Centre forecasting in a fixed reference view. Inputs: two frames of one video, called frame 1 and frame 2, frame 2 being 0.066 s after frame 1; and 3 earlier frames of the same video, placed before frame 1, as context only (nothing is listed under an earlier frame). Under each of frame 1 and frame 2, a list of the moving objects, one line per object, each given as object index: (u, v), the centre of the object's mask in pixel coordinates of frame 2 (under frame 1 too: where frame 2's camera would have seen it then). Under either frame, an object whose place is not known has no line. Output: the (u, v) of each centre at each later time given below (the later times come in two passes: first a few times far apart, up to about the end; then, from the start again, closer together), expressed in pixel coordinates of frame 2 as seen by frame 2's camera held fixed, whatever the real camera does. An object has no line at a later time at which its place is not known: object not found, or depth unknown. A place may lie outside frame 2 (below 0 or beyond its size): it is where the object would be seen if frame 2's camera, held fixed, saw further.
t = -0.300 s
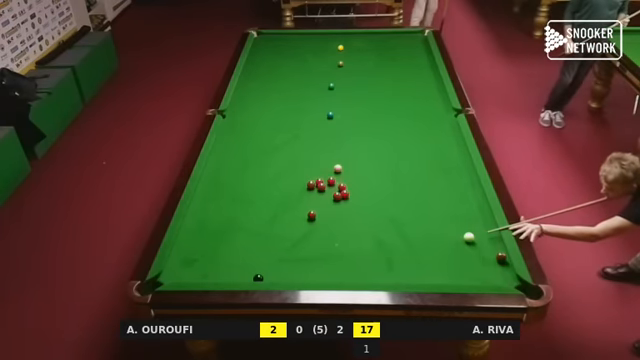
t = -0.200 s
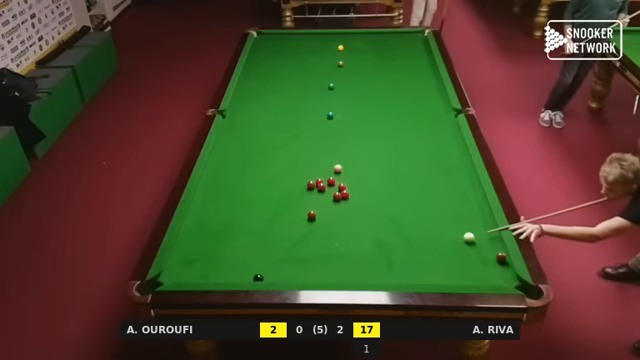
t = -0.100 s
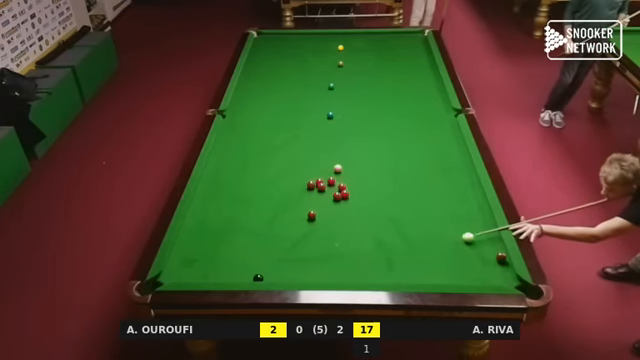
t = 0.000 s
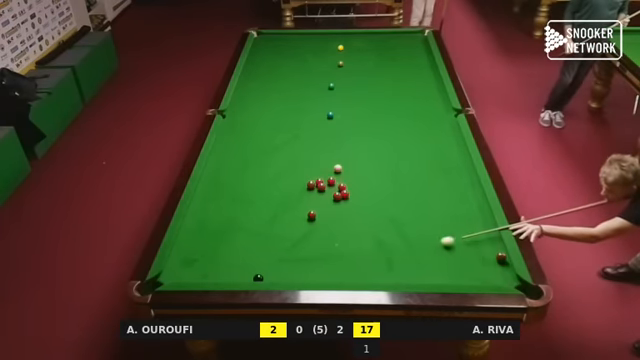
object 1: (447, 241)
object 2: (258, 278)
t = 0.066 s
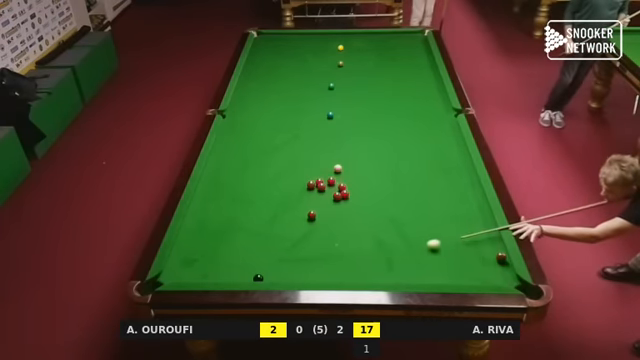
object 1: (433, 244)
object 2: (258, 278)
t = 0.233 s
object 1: (400, 252)
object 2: (258, 278)
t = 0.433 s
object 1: (359, 260)
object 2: (258, 278)
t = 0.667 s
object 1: (310, 271)
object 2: (258, 278)
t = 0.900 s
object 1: (268, 275)
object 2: (253, 277)
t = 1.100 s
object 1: (261, 270)
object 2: (233, 277)
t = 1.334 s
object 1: (252, 262)
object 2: (212, 275)
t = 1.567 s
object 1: (245, 256)
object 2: (192, 275)
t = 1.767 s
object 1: (238, 251)
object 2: (175, 274)
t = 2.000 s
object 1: (231, 246)
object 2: (170, 275)
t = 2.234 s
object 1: (225, 241)
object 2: (181, 277)
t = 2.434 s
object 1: (220, 238)
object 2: (189, 277)
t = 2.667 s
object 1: (215, 234)
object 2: (197, 276)
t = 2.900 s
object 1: (210, 231)
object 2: (204, 275)
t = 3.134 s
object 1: (207, 229)
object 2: (211, 274)
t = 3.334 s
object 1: (204, 227)
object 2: (216, 274)
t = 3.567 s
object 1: (201, 226)
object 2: (220, 273)
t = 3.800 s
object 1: (199, 225)
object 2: (224, 273)
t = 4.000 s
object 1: (198, 224)
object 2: (227, 272)
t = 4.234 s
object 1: (197, 224)
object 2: (229, 271)
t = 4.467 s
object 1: (197, 224)
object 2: (231, 270)
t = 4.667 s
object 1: (197, 224)
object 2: (231, 270)
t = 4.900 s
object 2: (231, 269)
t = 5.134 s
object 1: (198, 223)
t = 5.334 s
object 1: (197, 223)
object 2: (231, 272)
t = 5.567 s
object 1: (197, 223)
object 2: (231, 271)
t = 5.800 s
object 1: (197, 224)
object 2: (231, 270)
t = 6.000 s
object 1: (197, 224)
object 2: (231, 270)
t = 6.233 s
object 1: (197, 224)
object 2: (231, 270)
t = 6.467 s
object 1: (197, 224)
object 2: (231, 270)
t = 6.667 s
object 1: (197, 224)
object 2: (231, 269)
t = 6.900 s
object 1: (197, 224)
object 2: (231, 270)
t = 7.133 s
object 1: (197, 223)
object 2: (231, 270)
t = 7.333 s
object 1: (197, 224)
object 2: (231, 269)
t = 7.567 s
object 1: (197, 224)
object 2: (231, 269)
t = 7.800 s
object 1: (197, 224)
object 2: (231, 269)
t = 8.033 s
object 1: (197, 224)
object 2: (231, 270)
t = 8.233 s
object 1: (197, 224)
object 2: (231, 269)
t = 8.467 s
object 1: (197, 224)
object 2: (231, 269)
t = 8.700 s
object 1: (197, 224)
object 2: (231, 269)
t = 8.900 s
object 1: (197, 224)
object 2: (231, 270)
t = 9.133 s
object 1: (197, 224)
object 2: (231, 270)
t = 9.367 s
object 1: (197, 224)
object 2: (231, 270)
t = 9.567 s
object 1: (197, 224)
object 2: (231, 270)
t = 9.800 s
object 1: (197, 224)
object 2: (231, 270)
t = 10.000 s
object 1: (197, 224)
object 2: (231, 270)
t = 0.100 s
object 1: (427, 246)
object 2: (258, 278)
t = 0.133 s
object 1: (420, 247)
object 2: (258, 278)
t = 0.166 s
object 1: (413, 249)
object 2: (258, 278)
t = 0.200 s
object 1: (407, 250)
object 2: (258, 278)
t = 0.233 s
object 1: (400, 252)
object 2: (258, 278)
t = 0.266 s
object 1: (393, 253)
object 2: (258, 278)
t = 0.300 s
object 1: (386, 255)
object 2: (258, 278)
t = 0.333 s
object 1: (379, 256)
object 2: (258, 278)
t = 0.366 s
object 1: (373, 258)
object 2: (258, 278)
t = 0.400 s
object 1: (366, 259)
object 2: (258, 278)
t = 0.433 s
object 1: (359, 260)
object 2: (258, 278)
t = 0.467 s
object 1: (352, 262)
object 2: (258, 278)
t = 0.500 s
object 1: (345, 263)
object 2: (258, 278)
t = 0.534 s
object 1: (338, 265)
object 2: (258, 278)
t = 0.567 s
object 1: (331, 266)
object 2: (258, 278)
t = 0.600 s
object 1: (324, 268)
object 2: (258, 278)
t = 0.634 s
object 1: (317, 269)
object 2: (258, 278)
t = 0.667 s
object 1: (310, 271)
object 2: (258, 278)
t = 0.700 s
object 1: (303, 272)
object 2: (258, 278)
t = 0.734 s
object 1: (296, 274)
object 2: (258, 278)
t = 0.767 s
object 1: (289, 275)
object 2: (258, 278)
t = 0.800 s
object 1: (282, 276)
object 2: (258, 278)
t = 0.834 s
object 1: (275, 277)
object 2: (258, 278)
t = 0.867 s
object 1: (269, 276)
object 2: (257, 278)
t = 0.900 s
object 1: (268, 275)
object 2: (253, 277)
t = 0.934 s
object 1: (268, 275)
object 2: (249, 277)
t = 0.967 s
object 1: (267, 274)
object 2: (246, 277)
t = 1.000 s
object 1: (265, 273)
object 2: (243, 277)
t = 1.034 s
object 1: (264, 272)
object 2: (239, 277)
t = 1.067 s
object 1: (263, 270)
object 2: (236, 277)
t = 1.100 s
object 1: (261, 270)
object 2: (233, 277)
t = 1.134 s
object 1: (260, 268)
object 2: (230, 277)
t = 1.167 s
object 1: (259, 267)
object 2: (227, 276)
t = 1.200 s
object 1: (258, 266)
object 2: (224, 276)
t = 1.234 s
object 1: (256, 265)
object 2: (221, 276)
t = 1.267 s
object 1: (255, 264)
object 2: (218, 276)
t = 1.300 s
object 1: (254, 263)
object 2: (215, 276)
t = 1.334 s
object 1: (252, 262)
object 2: (212, 275)
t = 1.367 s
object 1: (251, 261)
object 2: (209, 275)
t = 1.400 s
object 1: (250, 260)
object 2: (206, 275)
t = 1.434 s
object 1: (249, 260)
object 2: (203, 275)
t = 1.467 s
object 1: (248, 259)
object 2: (201, 275)
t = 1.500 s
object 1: (247, 258)
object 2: (198, 275)
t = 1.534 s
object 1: (245, 257)
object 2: (195, 275)
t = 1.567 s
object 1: (245, 256)
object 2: (192, 275)
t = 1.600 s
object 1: (243, 255)
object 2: (189, 275)
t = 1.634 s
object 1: (242, 254)
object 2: (186, 274)
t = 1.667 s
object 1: (241, 253)
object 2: (184, 274)
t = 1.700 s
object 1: (240, 252)
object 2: (181, 274)
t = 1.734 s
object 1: (239, 252)
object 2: (178, 274)
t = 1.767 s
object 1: (238, 251)
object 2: (175, 274)
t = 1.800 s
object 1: (237, 250)
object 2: (173, 274)
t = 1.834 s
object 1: (236, 249)
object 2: (170, 274)
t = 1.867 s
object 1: (235, 248)
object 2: (168, 274)
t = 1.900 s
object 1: (234, 248)
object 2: (166, 274)
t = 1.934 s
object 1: (233, 247)
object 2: (166, 274)
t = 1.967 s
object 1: (232, 246)
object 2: (168, 275)
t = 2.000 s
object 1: (231, 246)
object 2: (170, 275)
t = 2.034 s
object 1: (230, 245)
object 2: (171, 276)
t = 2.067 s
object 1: (229, 244)
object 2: (173, 276)
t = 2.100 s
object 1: (229, 243)
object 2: (174, 276)
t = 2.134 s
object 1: (228, 243)
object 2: (176, 276)
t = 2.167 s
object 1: (227, 242)
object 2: (178, 276)
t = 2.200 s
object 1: (226, 242)
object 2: (179, 277)
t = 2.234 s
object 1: (225, 241)
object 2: (181, 277)
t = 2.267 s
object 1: (224, 240)
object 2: (182, 277)
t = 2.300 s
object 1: (223, 240)
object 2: (184, 277)
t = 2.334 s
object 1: (222, 239)
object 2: (185, 277)
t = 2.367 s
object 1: (222, 239)
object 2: (187, 278)
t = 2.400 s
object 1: (221, 238)
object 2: (188, 277)
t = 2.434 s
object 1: (220, 238)
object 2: (189, 277)
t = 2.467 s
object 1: (219, 237)
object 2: (191, 277)
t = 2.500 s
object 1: (219, 237)
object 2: (192, 277)
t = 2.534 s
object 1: (218, 236)
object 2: (193, 277)
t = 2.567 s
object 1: (217, 235)
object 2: (194, 277)
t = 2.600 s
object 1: (216, 235)
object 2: (195, 277)
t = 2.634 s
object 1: (216, 235)
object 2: (196, 276)
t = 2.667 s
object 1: (215, 234)
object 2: (197, 276)
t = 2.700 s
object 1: (214, 234)
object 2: (198, 276)
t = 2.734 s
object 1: (214, 233)
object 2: (200, 276)
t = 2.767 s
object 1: (213, 233)
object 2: (201, 276)
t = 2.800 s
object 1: (212, 232)
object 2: (202, 276)
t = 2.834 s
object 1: (212, 232)
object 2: (203, 275)
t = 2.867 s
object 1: (211, 232)
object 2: (204, 275)
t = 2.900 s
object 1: (210, 231)
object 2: (204, 275)
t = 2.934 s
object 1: (210, 231)
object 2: (205, 275)
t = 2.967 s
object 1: (209, 231)
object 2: (206, 275)
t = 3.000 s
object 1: (209, 230)
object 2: (207, 275)
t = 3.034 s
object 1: (208, 230)
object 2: (208, 275)
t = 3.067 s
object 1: (208, 229)
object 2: (209, 275)
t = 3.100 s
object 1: (207, 229)
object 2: (210, 274)
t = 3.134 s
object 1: (207, 229)
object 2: (211, 274)
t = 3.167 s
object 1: (206, 229)
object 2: (211, 274)
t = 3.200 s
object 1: (206, 228)
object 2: (212, 274)
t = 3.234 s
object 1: (205, 228)
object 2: (213, 274)
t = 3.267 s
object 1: (205, 228)
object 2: (214, 274)
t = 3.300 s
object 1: (204, 228)
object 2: (215, 274)
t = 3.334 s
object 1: (204, 227)
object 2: (216, 274)
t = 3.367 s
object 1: (203, 227)
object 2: (216, 274)
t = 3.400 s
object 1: (203, 227)
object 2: (217, 274)
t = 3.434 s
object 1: (203, 227)
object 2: (217, 274)
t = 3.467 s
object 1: (202, 226)
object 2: (218, 274)
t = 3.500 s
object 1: (202, 226)
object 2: (219, 274)
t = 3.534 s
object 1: (202, 226)
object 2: (220, 274)
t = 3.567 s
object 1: (201, 226)
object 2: (220, 273)
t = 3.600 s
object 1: (201, 226)
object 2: (221, 273)
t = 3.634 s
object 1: (201, 225)
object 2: (221, 273)
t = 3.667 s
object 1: (201, 225)
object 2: (222, 273)
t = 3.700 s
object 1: (200, 225)
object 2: (222, 273)
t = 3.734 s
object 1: (200, 225)
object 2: (223, 273)
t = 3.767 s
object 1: (200, 225)
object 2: (223, 273)
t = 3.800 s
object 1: (199, 225)
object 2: (224, 273)
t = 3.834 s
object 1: (199, 225)
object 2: (224, 273)
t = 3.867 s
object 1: (199, 224)
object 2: (225, 273)
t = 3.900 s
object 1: (199, 224)
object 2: (225, 273)
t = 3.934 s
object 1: (198, 224)
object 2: (226, 273)
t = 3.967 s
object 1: (198, 224)
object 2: (226, 272)
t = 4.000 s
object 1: (198, 224)
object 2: (227, 272)
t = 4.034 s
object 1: (198, 224)
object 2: (227, 272)
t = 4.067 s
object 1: (198, 224)
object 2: (228, 272)
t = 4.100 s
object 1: (198, 224)
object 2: (228, 272)
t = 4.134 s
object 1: (198, 224)
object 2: (228, 272)
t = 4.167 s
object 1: (197, 224)
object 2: (229, 271)
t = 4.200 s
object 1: (197, 224)
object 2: (229, 271)
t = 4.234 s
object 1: (197, 224)
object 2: (229, 271)
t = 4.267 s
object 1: (197, 224)
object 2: (230, 271)
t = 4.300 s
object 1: (197, 224)
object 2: (230, 271)
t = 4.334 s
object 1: (197, 224)
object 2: (230, 270)
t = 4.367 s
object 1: (197, 224)
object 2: (230, 270)
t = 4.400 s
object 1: (197, 224)
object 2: (230, 270)
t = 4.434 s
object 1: (197, 224)
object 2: (231, 270)
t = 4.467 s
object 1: (197, 224)
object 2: (231, 270)
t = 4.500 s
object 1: (197, 224)
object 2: (231, 269)
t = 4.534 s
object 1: (197, 224)
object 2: (231, 270)
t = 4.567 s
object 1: (197, 224)
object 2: (231, 270)
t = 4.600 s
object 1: (197, 224)
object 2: (231, 270)
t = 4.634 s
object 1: (197, 224)
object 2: (231, 270)
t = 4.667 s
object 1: (197, 224)
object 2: (231, 270)
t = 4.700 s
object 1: (197, 224)
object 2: (231, 269)
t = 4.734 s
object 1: (197, 224)
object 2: (231, 269)
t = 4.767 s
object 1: (197, 224)
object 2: (231, 269)
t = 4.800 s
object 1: (197, 224)
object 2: (231, 269)
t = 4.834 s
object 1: (197, 224)
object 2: (231, 269)
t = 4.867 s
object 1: (196, 224)
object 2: (231, 270)
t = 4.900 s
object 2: (231, 269)
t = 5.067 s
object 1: (198, 223)
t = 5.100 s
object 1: (197, 223)
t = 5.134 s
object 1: (198, 223)
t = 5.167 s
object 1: (197, 222)
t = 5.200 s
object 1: (197, 222)
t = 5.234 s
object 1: (198, 222)
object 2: (232, 271)
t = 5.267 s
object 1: (198, 223)
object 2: (231, 272)
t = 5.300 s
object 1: (197, 223)
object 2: (231, 272)
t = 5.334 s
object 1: (197, 223)
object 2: (231, 272)
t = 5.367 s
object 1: (197, 223)
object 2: (231, 272)
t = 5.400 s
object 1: (197, 223)
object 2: (231, 272)
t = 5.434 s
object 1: (197, 223)
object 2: (231, 272)
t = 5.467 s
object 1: (197, 223)
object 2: (231, 272)
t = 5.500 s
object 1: (197, 223)
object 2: (231, 272)
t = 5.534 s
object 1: (197, 223)
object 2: (231, 271)
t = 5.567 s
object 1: (197, 223)
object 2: (231, 271)
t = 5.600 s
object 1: (197, 223)
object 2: (231, 270)
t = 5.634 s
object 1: (197, 223)
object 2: (231, 270)
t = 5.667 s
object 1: (197, 223)
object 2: (231, 270)
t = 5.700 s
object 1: (197, 223)
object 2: (231, 270)
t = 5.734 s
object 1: (197, 223)
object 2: (231, 270)
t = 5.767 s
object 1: (197, 223)
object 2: (231, 270)
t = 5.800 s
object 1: (197, 224)
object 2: (231, 270)
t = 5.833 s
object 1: (197, 224)
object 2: (231, 270)
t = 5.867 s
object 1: (197, 224)
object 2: (231, 270)
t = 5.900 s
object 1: (197, 224)
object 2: (231, 270)
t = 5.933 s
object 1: (197, 224)
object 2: (231, 270)
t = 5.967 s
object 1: (197, 224)
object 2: (231, 270)
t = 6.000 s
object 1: (197, 224)
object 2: (231, 270)
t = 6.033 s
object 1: (197, 224)
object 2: (231, 270)
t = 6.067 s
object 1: (197, 224)
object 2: (231, 270)
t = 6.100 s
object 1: (197, 224)
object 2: (231, 270)
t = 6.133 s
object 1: (197, 224)
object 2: (231, 270)
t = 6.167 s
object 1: (197, 224)
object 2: (231, 270)
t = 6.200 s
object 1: (197, 224)
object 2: (231, 270)
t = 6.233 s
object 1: (197, 224)
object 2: (231, 270)
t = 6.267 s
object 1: (197, 224)
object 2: (231, 270)
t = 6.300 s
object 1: (197, 224)
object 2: (231, 270)
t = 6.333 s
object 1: (197, 224)
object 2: (231, 270)
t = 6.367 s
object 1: (197, 224)
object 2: (231, 270)
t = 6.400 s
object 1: (197, 224)
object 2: (231, 270)
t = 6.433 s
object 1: (197, 224)
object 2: (231, 270)
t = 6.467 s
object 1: (197, 224)
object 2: (231, 270)
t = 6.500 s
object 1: (197, 224)
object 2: (231, 270)
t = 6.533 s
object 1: (197, 224)
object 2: (231, 270)
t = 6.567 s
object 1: (197, 224)
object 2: (231, 270)
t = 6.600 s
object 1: (197, 224)
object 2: (231, 270)
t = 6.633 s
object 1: (197, 224)
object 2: (231, 270)
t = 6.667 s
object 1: (197, 224)
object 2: (231, 269)
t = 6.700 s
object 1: (197, 223)
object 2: (231, 269)
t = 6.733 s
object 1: (197, 224)
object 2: (231, 269)
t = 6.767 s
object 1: (197, 224)
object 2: (231, 269)
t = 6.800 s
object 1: (197, 223)
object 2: (231, 269)
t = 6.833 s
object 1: (197, 224)
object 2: (231, 269)
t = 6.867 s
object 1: (197, 224)
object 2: (231, 269)
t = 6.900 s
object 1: (197, 224)
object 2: (231, 270)
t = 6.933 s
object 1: (197, 224)
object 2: (231, 269)
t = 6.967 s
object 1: (197, 224)
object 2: (231, 269)
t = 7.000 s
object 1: (197, 223)
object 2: (231, 269)
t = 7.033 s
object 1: (197, 223)
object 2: (231, 269)
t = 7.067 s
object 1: (197, 223)
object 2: (231, 269)
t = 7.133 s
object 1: (197, 223)
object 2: (231, 270)
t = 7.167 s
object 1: (197, 224)
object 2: (231, 269)
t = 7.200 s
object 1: (197, 223)
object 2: (231, 269)
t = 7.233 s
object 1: (197, 223)
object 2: (231, 269)
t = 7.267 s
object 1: (197, 223)
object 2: (231, 269)
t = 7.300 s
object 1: (197, 223)
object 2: (231, 269)
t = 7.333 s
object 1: (197, 224)
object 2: (231, 269)
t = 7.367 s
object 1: (197, 224)
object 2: (231, 269)
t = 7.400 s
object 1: (197, 224)
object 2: (231, 269)
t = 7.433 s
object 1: (197, 224)
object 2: (231, 269)
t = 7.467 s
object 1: (197, 224)
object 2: (231, 269)
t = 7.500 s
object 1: (197, 224)
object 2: (231, 269)
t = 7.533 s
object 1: (197, 224)
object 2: (231, 269)
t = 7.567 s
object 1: (197, 224)
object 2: (231, 269)
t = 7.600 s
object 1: (197, 224)
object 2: (231, 269)
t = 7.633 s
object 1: (197, 224)
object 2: (231, 269)
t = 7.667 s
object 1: (197, 224)
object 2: (231, 269)
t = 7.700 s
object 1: (197, 224)
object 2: (231, 270)
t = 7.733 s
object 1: (197, 224)
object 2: (231, 269)
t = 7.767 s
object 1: (197, 224)
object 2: (231, 270)
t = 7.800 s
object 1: (197, 224)
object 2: (231, 269)
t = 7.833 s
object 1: (197, 224)
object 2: (231, 270)
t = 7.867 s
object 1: (197, 224)
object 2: (231, 270)
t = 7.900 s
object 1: (197, 224)
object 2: (231, 270)
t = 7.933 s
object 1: (197, 224)
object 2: (231, 270)
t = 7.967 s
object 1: (197, 224)
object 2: (231, 270)
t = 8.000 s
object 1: (197, 224)
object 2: (231, 270)
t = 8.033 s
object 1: (197, 224)
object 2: (231, 270)
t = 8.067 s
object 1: (197, 223)
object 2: (231, 269)
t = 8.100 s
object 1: (197, 224)
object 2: (231, 270)
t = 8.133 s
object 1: (197, 224)
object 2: (231, 269)
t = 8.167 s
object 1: (197, 224)
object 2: (231, 269)
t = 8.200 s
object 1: (197, 224)
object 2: (231, 270)
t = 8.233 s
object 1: (197, 224)
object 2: (231, 269)
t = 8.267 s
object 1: (197, 224)
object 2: (231, 269)
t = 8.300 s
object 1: (197, 224)
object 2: (231, 269)
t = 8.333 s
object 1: (197, 223)
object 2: (231, 269)
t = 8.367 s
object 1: (197, 224)
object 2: (231, 269)
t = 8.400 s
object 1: (197, 224)
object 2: (231, 270)
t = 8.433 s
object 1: (197, 224)
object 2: (231, 269)
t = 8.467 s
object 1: (197, 224)
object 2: (231, 269)
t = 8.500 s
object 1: (197, 224)
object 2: (231, 269)
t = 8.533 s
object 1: (197, 224)
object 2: (231, 269)
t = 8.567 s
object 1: (197, 224)
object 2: (231, 270)
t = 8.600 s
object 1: (197, 224)
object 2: (231, 269)
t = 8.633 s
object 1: (197, 224)
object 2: (231, 270)
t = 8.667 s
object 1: (197, 224)
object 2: (231, 270)
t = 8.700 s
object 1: (197, 224)
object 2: (231, 269)
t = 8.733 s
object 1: (197, 224)
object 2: (231, 270)
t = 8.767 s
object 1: (197, 224)
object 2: (231, 269)
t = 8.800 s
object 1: (197, 224)
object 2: (231, 269)
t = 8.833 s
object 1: (197, 224)
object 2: (231, 269)
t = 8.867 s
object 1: (197, 224)
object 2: (231, 269)
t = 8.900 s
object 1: (197, 224)
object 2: (231, 270)
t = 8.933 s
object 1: (197, 224)
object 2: (231, 270)
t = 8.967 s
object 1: (197, 224)
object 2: (231, 270)
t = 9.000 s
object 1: (197, 224)
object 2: (231, 270)
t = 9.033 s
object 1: (197, 224)
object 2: (231, 270)
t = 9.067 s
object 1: (197, 224)
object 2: (231, 270)
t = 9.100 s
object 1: (197, 224)
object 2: (231, 270)
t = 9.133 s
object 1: (197, 224)
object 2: (231, 270)
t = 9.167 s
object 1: (197, 224)
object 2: (231, 269)
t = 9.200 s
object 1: (197, 224)
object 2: (231, 269)
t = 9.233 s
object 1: (197, 224)
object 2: (231, 269)
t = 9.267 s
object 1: (197, 224)
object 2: (231, 270)
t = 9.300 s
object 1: (197, 224)
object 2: (231, 270)
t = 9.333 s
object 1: (197, 224)
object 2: (231, 270)
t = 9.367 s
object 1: (197, 224)
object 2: (231, 270)
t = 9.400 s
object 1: (197, 224)
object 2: (231, 270)
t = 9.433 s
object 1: (197, 224)
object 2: (231, 270)
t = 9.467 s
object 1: (197, 224)
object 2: (231, 269)
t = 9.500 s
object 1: (197, 224)
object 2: (231, 270)
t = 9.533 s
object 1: (197, 224)
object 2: (231, 270)
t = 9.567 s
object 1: (197, 224)
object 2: (231, 270)
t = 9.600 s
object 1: (197, 224)
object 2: (231, 270)
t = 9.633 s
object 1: (197, 224)
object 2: (231, 270)
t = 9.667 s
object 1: (197, 224)
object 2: (231, 270)
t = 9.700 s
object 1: (197, 224)
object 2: (231, 270)
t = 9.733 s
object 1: (197, 224)
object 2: (231, 270)
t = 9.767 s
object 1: (197, 224)
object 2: (231, 270)
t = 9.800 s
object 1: (197, 224)
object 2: (231, 270)
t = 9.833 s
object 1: (197, 224)
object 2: (231, 270)
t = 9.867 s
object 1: (197, 224)
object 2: (231, 270)
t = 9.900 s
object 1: (197, 224)
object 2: (231, 270)
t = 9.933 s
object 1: (197, 224)
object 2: (231, 270)
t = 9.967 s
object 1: (197, 224)
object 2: (231, 270)
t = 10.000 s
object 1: (197, 224)
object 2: (231, 270)
